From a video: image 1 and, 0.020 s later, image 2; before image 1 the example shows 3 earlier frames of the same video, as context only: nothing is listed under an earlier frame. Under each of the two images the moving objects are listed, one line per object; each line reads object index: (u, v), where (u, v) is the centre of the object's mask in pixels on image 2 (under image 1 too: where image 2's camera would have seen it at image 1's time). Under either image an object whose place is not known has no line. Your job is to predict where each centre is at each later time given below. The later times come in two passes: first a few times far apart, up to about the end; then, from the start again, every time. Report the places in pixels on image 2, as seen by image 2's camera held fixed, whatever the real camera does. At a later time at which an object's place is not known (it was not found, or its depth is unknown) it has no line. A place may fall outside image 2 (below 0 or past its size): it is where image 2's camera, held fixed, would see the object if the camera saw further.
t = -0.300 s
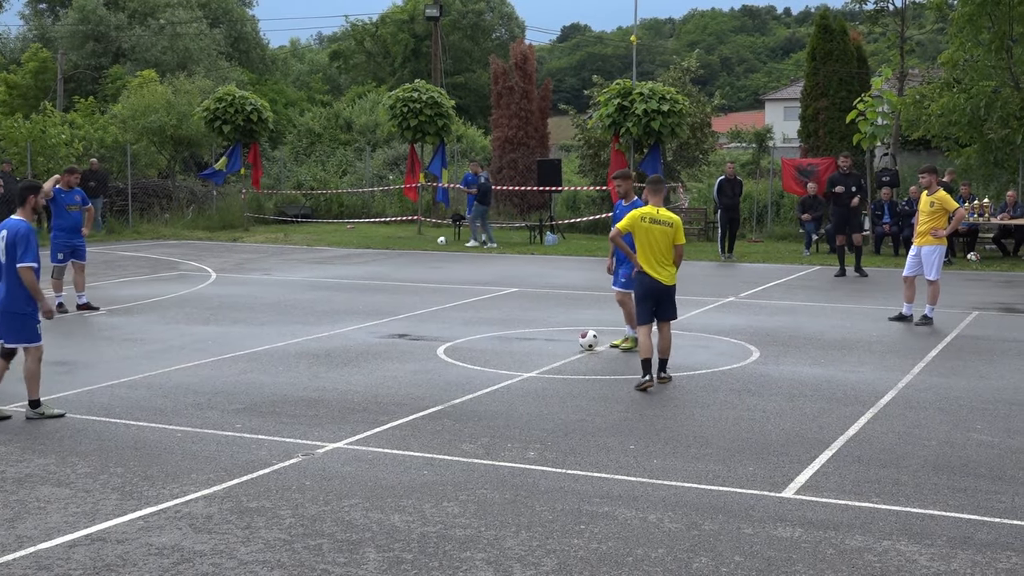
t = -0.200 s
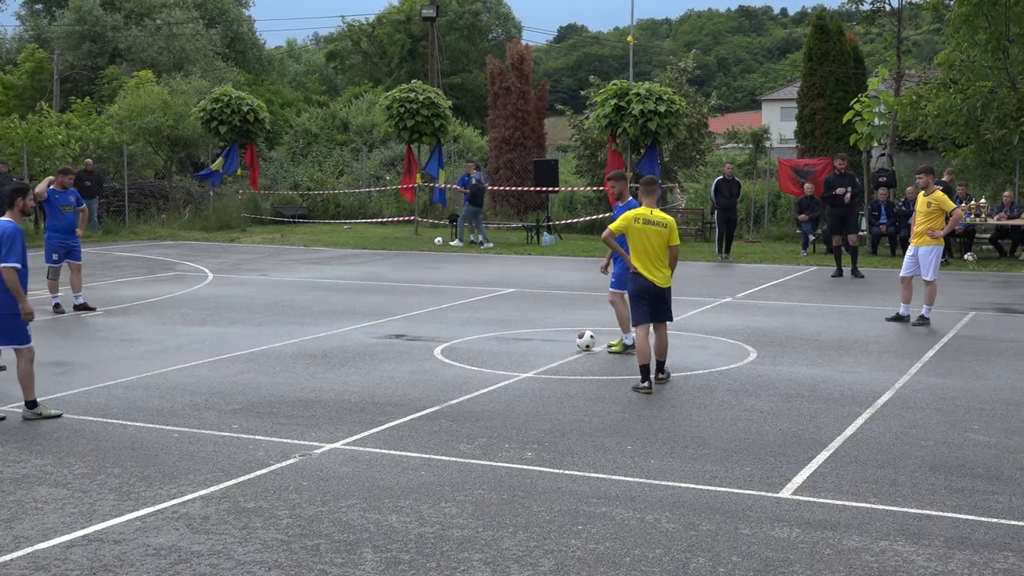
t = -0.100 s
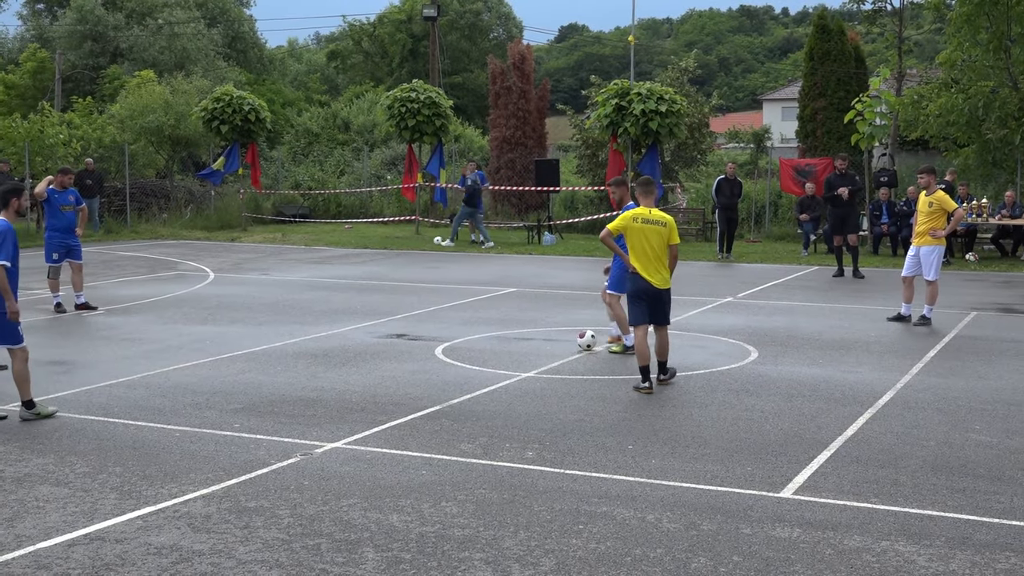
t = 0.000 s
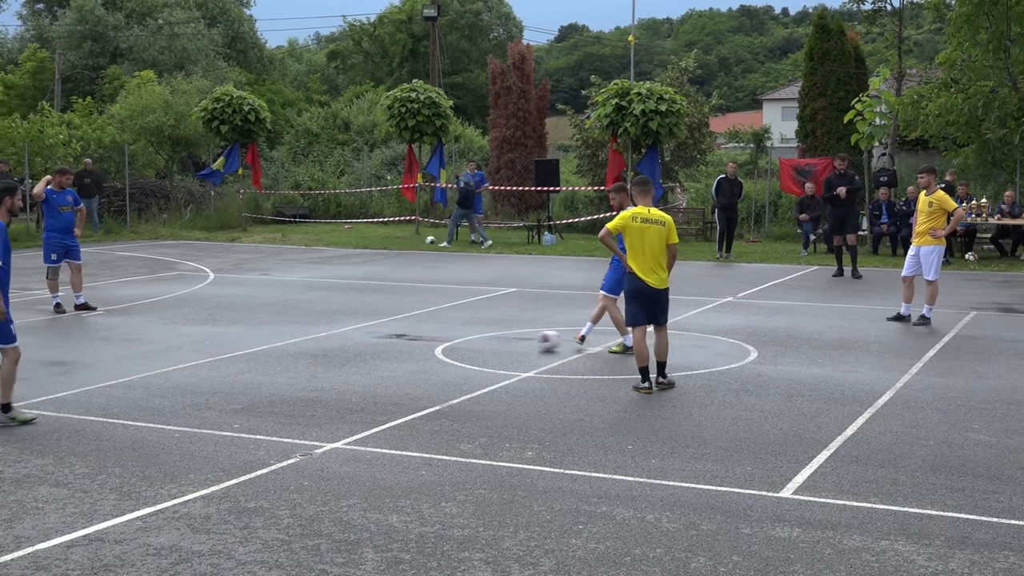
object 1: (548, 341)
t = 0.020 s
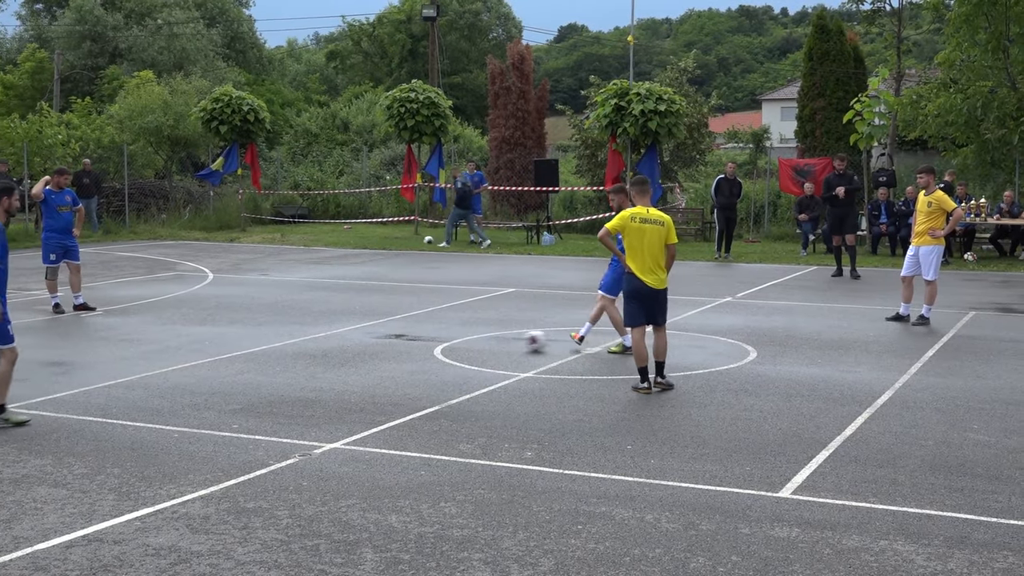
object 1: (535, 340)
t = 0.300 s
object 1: (389, 344)
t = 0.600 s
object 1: (263, 348)
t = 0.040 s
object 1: (523, 341)
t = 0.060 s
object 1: (511, 342)
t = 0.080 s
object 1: (500, 342)
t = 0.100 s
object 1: (489, 341)
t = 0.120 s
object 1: (478, 342)
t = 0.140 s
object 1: (468, 342)
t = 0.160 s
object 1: (457, 342)
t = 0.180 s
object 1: (446, 343)
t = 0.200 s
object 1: (435, 342)
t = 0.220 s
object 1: (426, 343)
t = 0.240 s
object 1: (416, 343)
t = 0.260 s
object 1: (408, 343)
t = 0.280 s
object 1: (398, 344)
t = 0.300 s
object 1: (389, 344)
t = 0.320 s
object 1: (381, 345)
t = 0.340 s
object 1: (372, 345)
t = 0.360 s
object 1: (364, 345)
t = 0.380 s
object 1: (355, 345)
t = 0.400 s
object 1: (347, 345)
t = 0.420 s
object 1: (338, 345)
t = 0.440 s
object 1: (330, 345)
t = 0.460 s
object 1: (322, 345)
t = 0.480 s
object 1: (314, 346)
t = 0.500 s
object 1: (306, 346)
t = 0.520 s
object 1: (297, 346)
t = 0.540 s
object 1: (289, 346)
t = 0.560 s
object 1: (281, 346)
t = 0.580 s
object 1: (272, 347)
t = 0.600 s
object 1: (263, 348)
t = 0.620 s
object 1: (255, 347)
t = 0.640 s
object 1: (247, 348)
